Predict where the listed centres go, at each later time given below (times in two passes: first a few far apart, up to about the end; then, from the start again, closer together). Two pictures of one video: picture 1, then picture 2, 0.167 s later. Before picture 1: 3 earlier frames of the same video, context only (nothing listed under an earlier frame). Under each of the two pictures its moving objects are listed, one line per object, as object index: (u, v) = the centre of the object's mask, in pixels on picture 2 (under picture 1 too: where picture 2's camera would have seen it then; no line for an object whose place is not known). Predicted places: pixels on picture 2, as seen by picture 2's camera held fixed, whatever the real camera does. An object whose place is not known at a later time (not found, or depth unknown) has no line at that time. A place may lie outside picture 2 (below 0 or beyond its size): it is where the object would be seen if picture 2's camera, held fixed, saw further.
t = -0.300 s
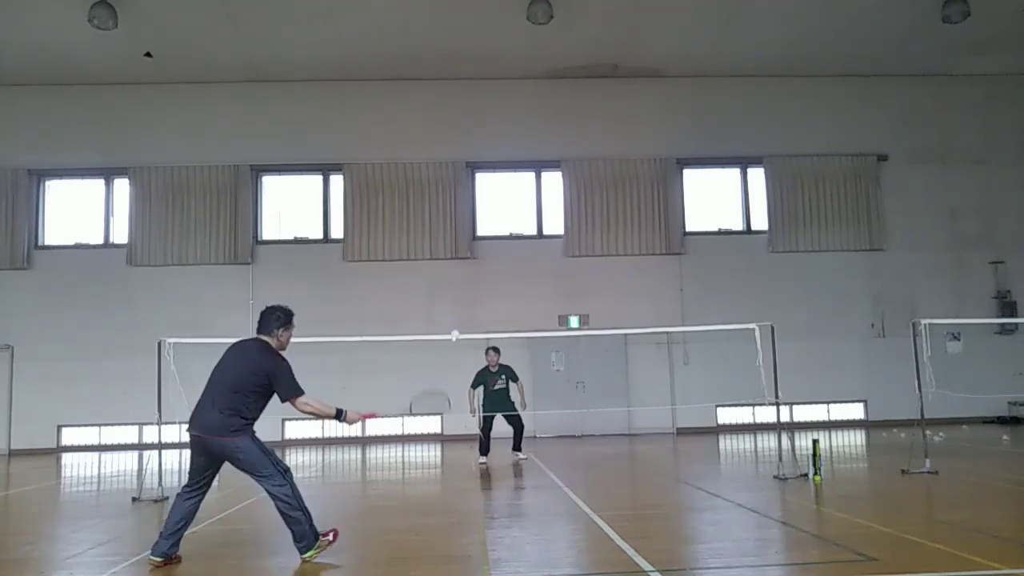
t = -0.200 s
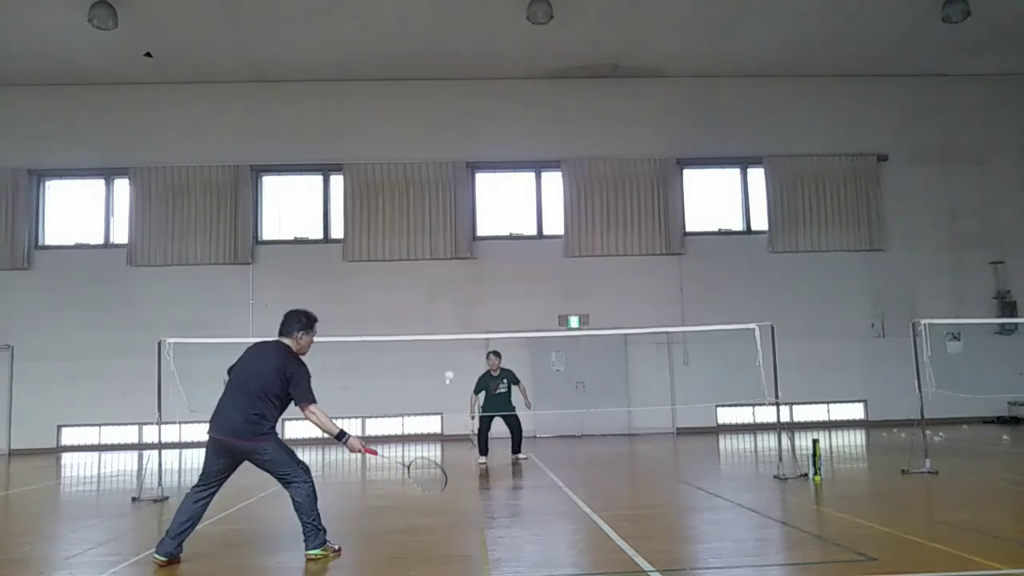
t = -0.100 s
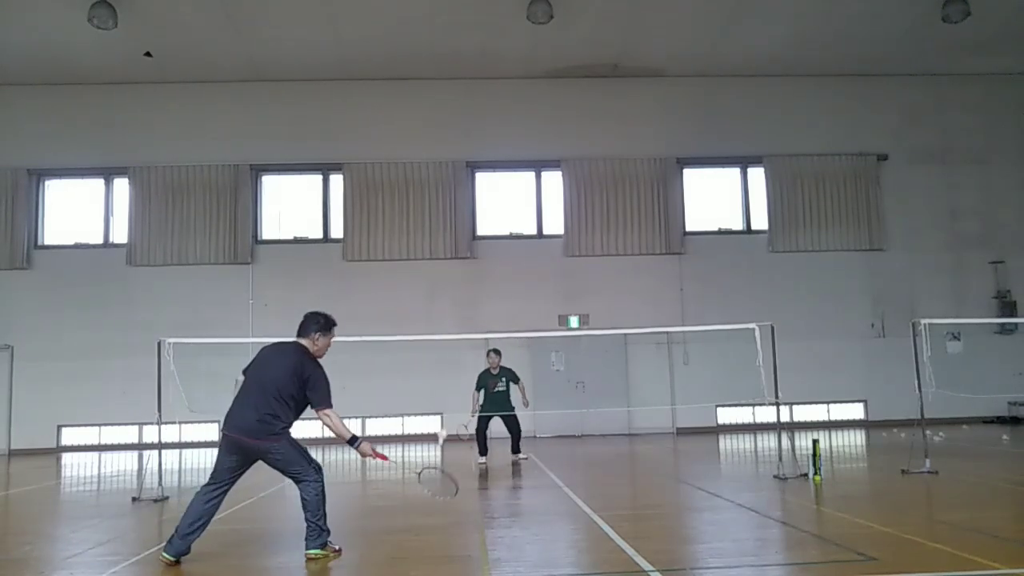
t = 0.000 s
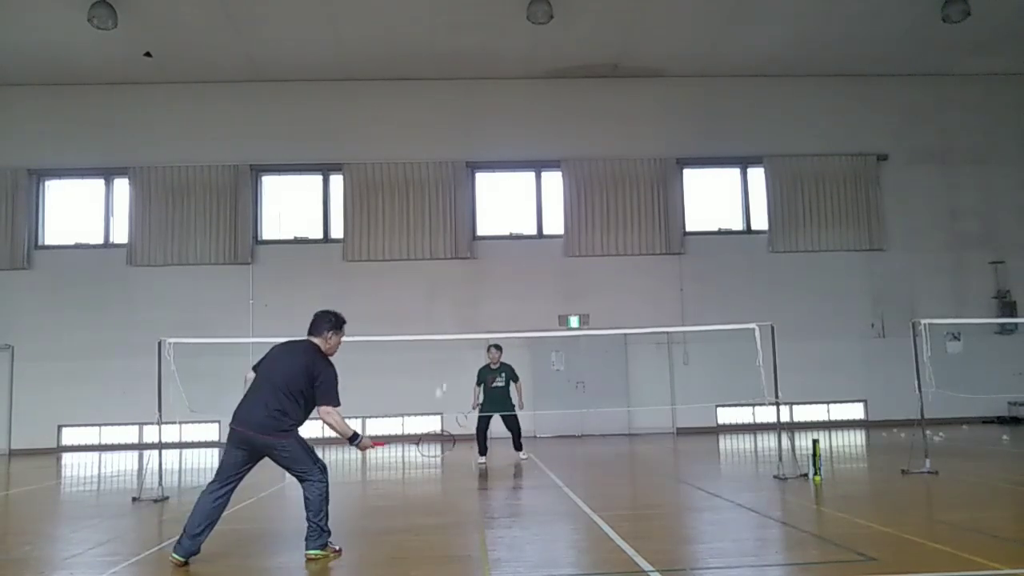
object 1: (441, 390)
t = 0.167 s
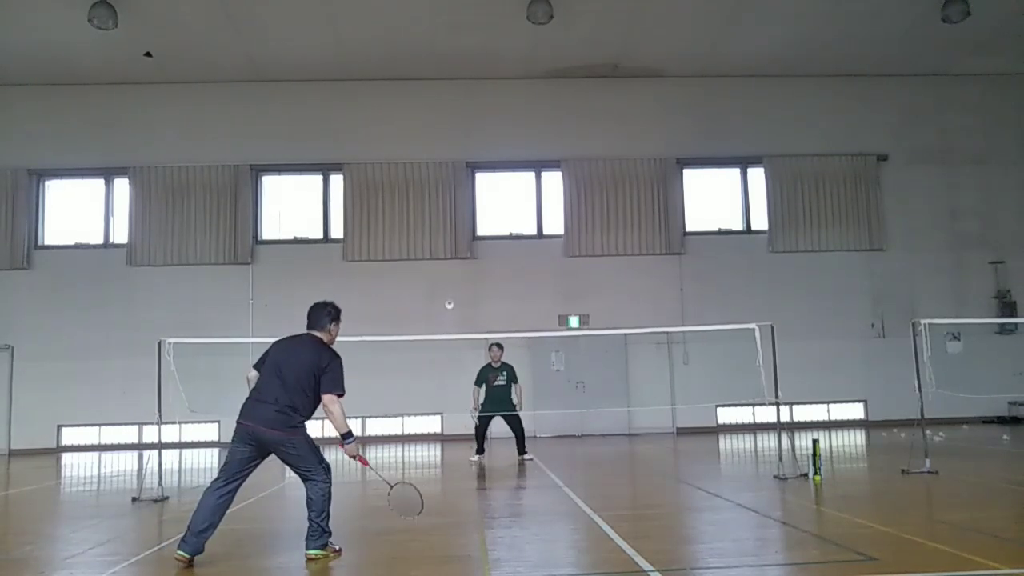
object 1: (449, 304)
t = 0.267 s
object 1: (451, 285)
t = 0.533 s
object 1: (456, 290)
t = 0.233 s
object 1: (450, 290)
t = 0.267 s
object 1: (451, 285)
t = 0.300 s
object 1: (452, 282)
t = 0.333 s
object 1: (453, 280)
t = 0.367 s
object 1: (454, 279)
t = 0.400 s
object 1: (454, 279)
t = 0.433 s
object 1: (455, 281)
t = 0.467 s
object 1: (455, 283)
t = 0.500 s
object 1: (455, 286)
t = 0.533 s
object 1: (456, 290)
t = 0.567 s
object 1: (457, 295)
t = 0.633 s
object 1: (458, 307)
